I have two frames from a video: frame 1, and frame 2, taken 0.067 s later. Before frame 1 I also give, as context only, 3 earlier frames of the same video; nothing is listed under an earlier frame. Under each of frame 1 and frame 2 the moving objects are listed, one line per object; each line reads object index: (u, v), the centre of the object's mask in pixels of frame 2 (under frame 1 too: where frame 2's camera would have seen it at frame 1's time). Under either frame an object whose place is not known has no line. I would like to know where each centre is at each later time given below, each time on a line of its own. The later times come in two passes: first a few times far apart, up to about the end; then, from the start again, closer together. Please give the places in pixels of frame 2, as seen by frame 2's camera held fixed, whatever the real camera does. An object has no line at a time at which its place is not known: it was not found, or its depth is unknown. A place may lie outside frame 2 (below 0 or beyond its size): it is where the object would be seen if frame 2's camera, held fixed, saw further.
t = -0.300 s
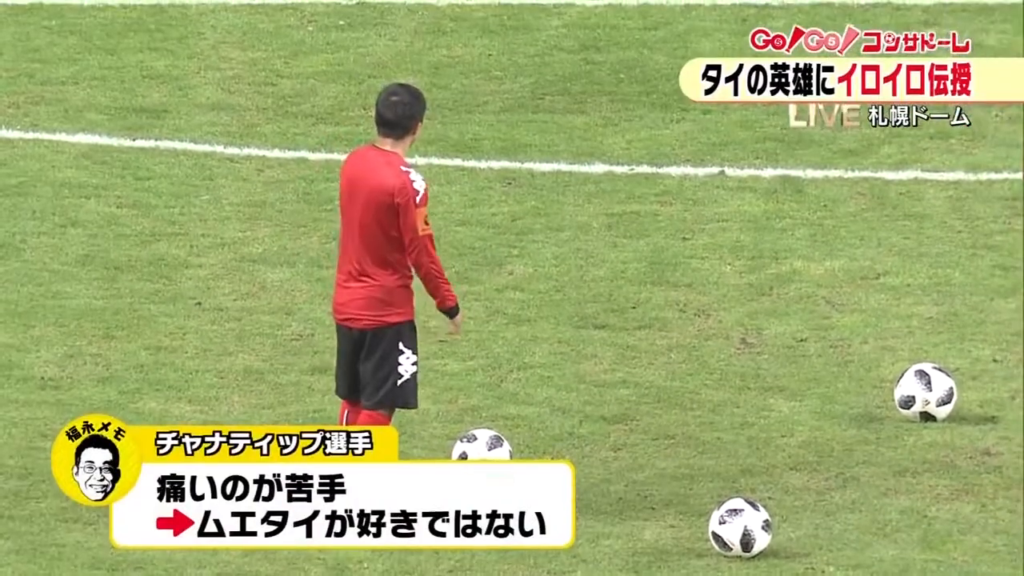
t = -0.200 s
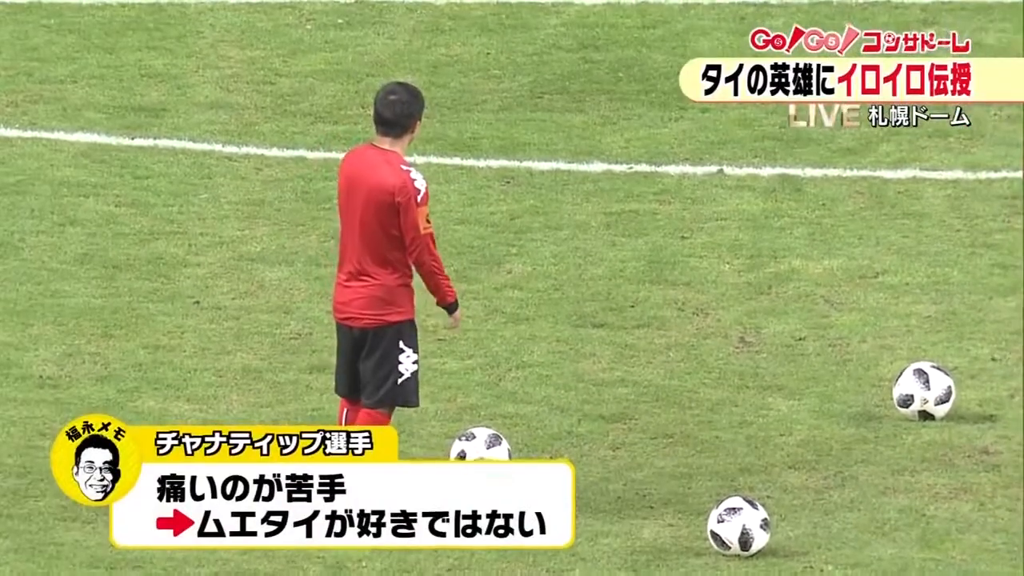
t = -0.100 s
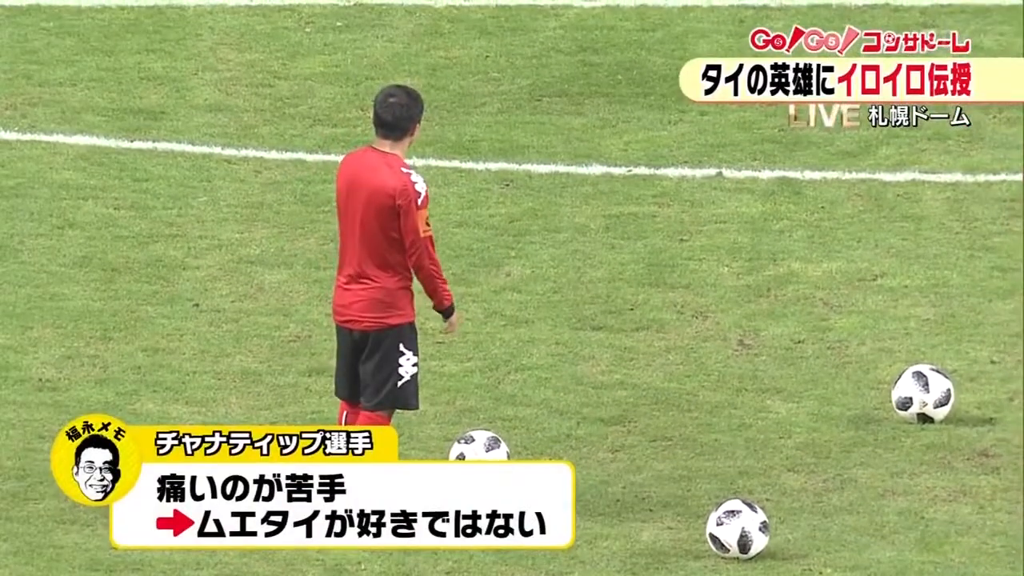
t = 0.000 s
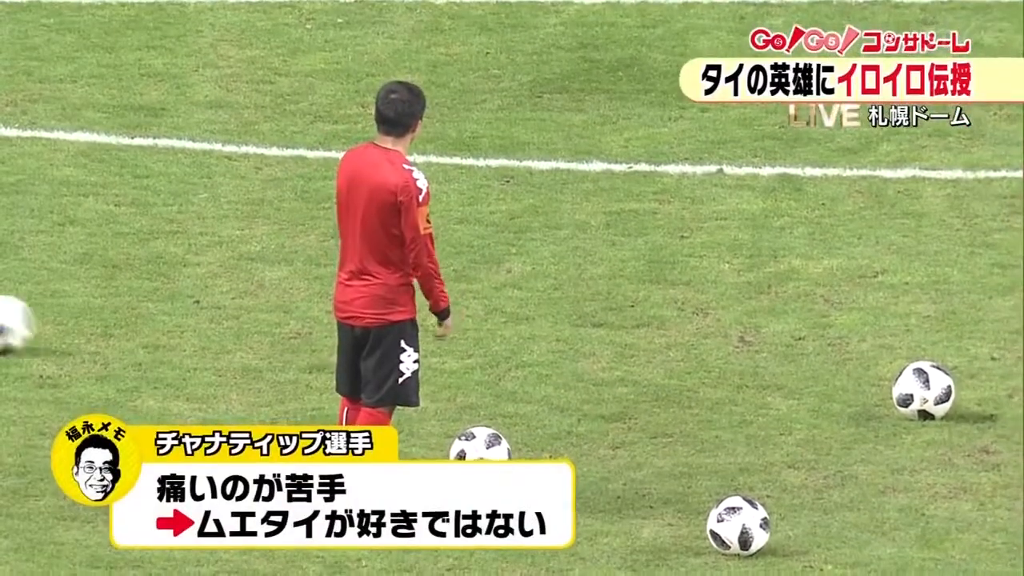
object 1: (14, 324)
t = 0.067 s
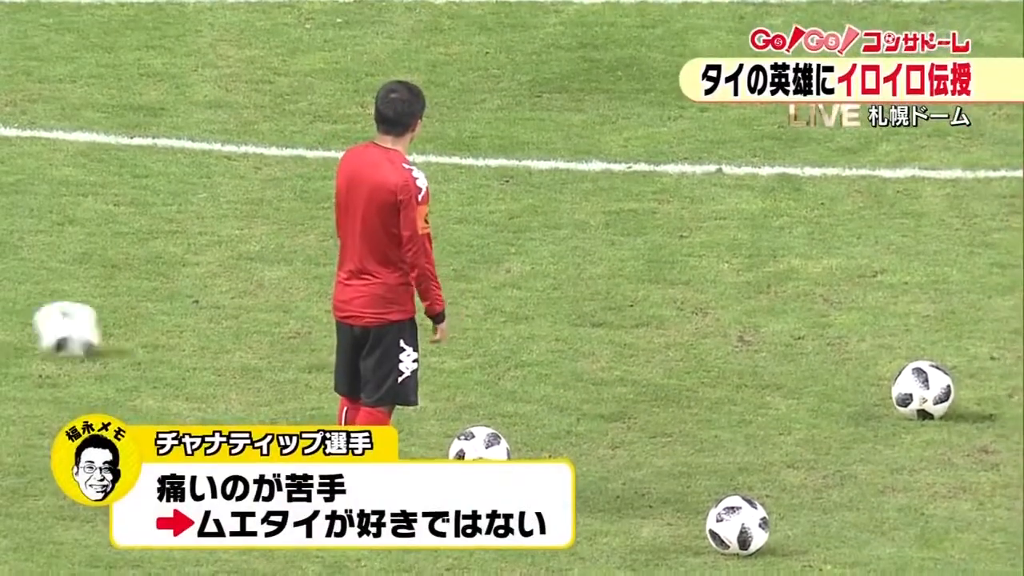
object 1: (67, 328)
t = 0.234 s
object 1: (234, 335)
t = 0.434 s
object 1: (435, 345)
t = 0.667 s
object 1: (643, 348)
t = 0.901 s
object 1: (849, 353)
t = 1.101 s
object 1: (1010, 360)
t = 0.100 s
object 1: (101, 328)
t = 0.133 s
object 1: (135, 329)
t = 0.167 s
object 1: (169, 332)
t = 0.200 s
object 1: (202, 334)
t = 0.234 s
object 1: (234, 335)
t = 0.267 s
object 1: (268, 336)
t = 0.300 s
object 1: (300, 336)
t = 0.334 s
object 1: (318, 335)
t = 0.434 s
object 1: (435, 345)
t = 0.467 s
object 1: (460, 341)
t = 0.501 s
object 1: (490, 343)
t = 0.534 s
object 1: (521, 344)
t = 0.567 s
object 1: (552, 343)
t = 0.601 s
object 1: (583, 344)
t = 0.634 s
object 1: (613, 348)
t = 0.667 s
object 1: (643, 348)
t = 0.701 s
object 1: (674, 349)
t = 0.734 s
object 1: (702, 349)
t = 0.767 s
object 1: (733, 350)
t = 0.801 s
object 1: (763, 350)
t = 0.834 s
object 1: (792, 353)
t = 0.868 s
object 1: (821, 354)
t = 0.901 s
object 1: (849, 353)
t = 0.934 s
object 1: (878, 354)
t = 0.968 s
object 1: (904, 351)
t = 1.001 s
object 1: (938, 350)
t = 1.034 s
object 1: (965, 355)
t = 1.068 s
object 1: (994, 359)
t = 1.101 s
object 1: (1010, 360)
